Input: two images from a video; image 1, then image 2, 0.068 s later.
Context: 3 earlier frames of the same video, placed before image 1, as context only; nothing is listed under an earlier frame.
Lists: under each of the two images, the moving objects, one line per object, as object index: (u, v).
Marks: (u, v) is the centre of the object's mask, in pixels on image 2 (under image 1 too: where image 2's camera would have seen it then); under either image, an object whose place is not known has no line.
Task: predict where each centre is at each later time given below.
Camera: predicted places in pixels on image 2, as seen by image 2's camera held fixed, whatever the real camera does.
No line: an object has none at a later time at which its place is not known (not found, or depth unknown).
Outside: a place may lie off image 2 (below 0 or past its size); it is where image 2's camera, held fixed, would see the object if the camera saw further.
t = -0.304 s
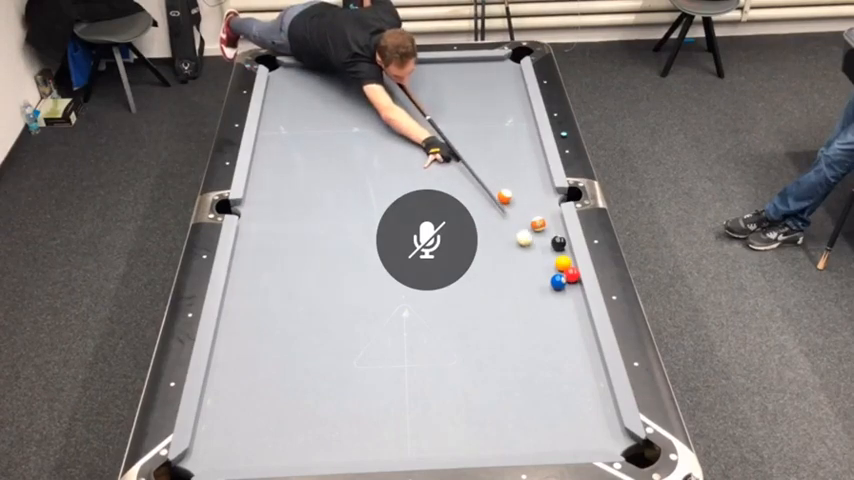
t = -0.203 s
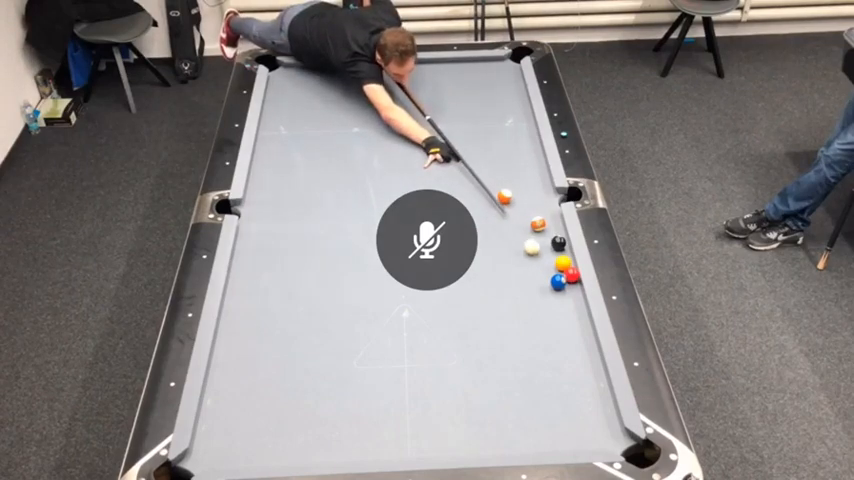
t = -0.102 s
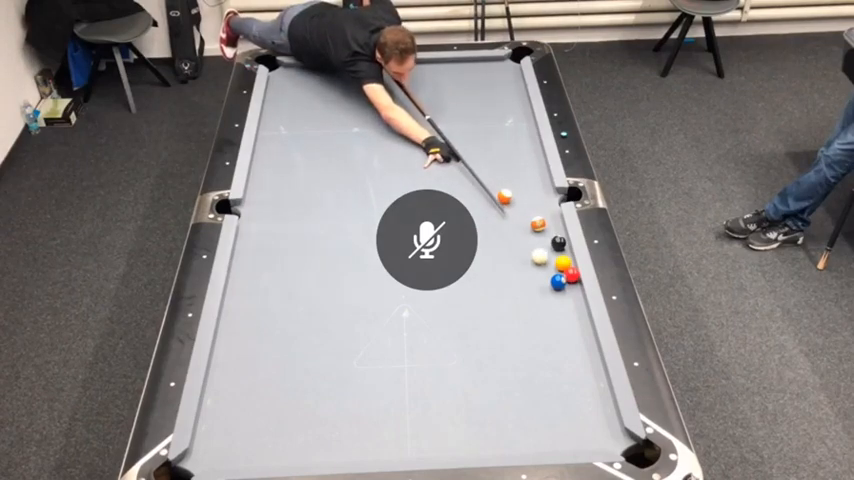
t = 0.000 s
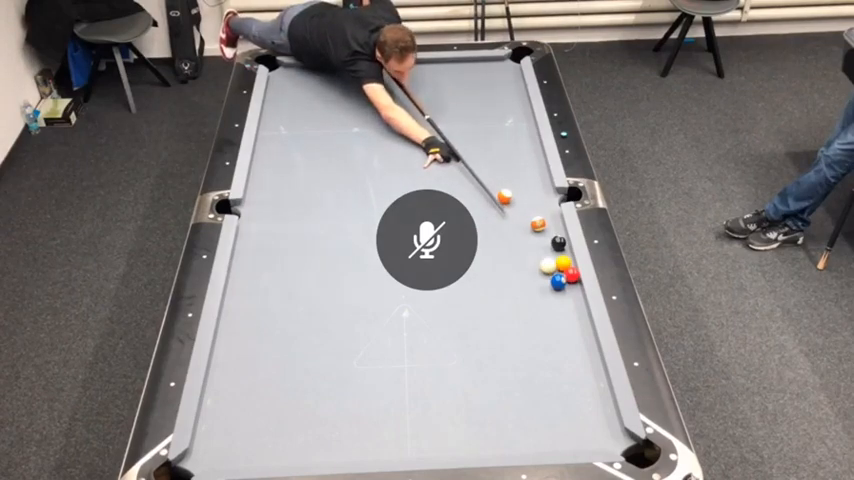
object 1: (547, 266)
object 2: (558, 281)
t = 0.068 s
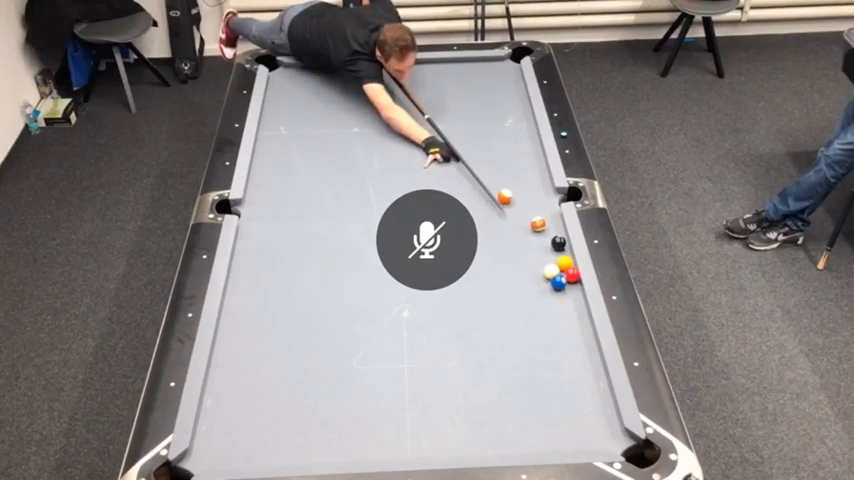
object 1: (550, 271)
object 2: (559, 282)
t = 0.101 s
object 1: (551, 272)
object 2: (560, 284)
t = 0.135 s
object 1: (551, 272)
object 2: (561, 286)
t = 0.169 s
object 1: (552, 273)
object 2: (562, 290)
